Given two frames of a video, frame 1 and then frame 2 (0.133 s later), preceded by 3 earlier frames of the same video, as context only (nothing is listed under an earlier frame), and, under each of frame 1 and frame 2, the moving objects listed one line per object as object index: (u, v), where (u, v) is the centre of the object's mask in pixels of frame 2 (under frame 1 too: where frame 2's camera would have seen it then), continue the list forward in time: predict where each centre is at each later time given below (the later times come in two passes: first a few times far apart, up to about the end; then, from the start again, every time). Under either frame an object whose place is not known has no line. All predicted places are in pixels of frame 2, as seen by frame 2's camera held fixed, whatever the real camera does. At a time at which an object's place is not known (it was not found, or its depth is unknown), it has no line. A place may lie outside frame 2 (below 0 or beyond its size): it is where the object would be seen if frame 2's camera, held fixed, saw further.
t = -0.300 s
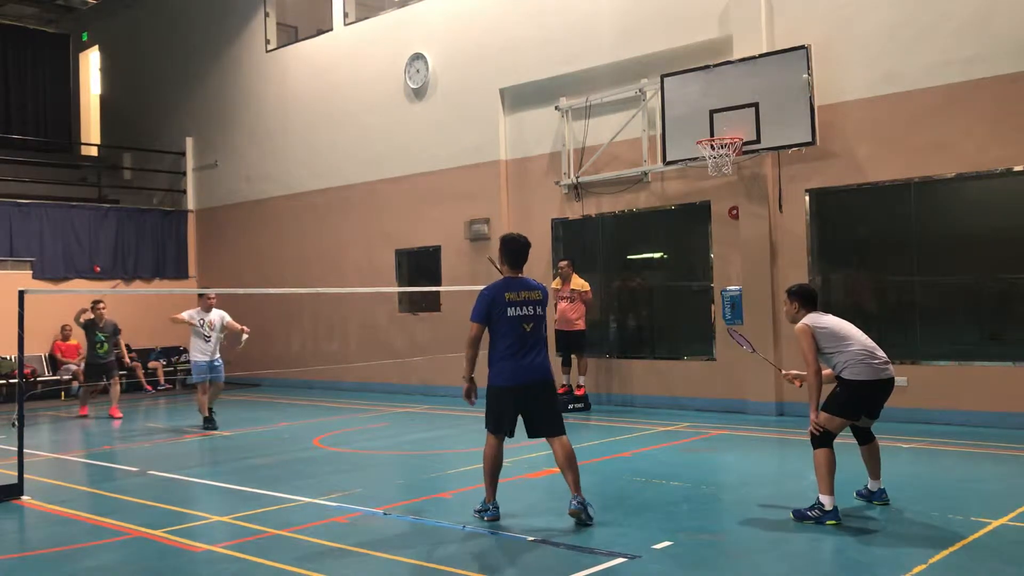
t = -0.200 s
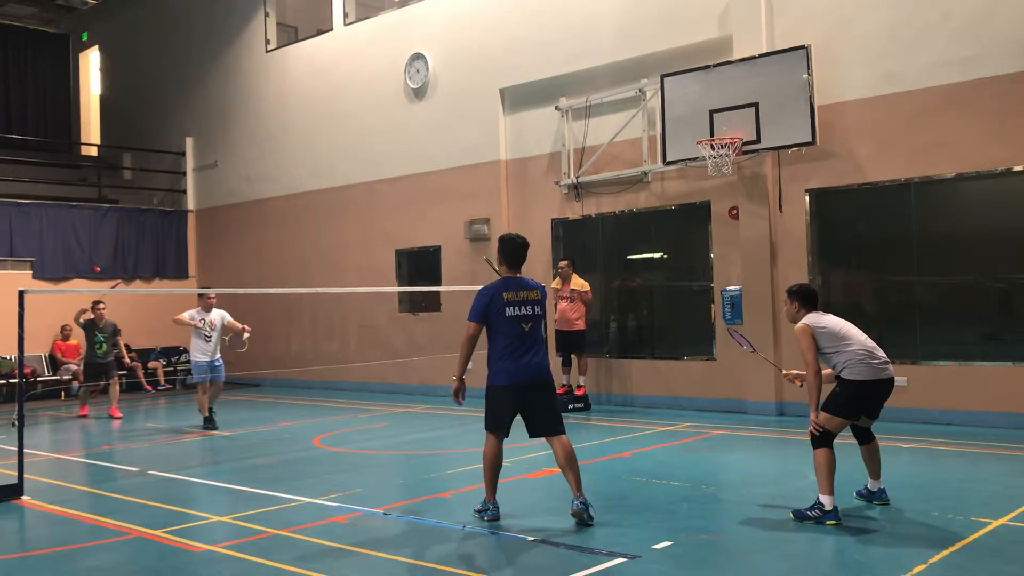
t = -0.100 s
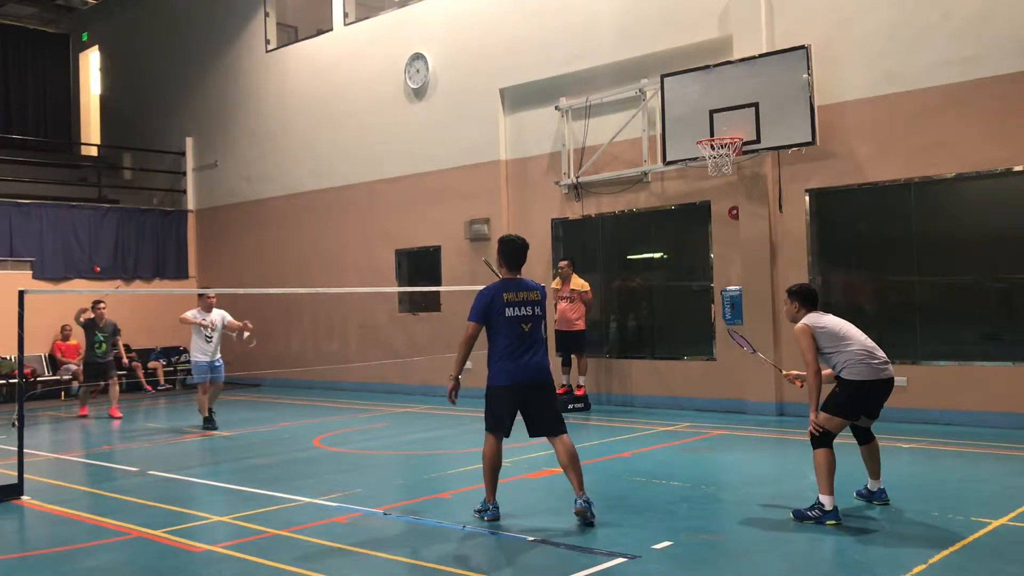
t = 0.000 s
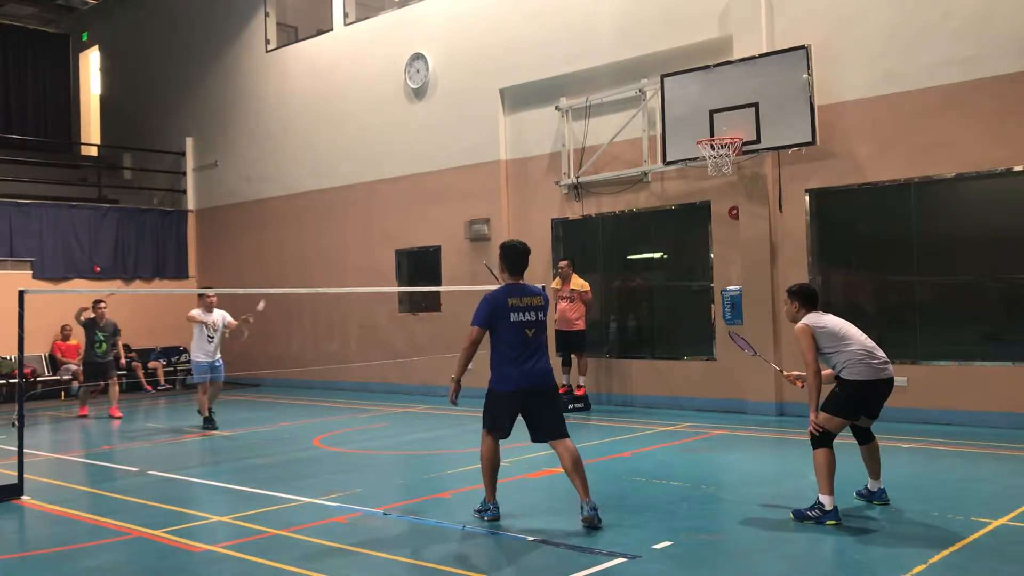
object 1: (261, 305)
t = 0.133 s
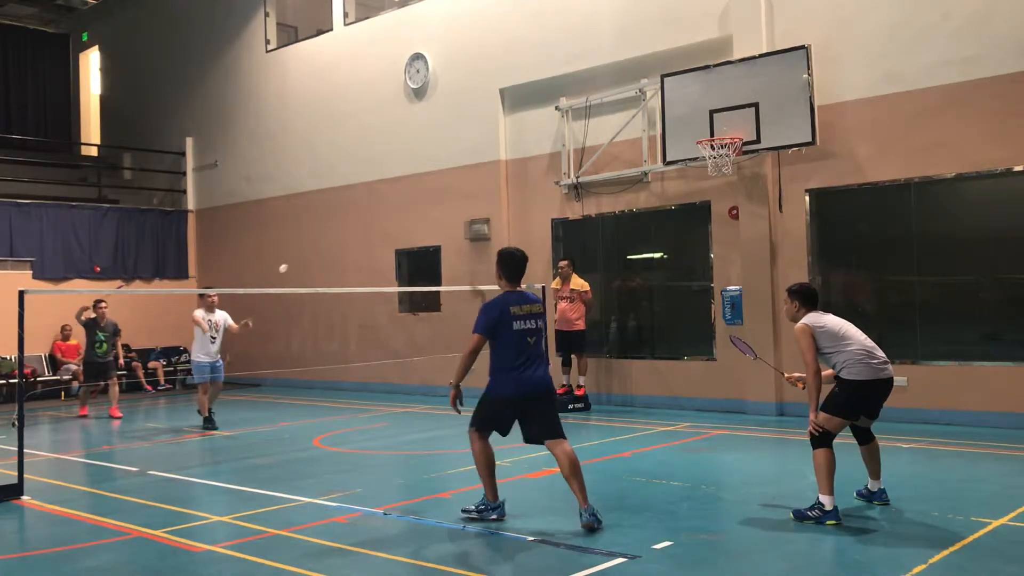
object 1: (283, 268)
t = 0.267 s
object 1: (306, 252)
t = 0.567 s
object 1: (355, 281)
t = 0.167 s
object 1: (289, 262)
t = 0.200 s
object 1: (294, 258)
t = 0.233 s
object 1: (300, 255)
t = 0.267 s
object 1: (306, 252)
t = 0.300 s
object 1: (311, 251)
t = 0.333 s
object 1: (317, 250)
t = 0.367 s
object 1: (322, 251)
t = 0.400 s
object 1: (327, 253)
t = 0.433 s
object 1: (333, 256)
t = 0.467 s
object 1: (339, 260)
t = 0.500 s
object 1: (344, 266)
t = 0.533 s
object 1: (350, 273)
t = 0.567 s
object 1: (355, 281)
